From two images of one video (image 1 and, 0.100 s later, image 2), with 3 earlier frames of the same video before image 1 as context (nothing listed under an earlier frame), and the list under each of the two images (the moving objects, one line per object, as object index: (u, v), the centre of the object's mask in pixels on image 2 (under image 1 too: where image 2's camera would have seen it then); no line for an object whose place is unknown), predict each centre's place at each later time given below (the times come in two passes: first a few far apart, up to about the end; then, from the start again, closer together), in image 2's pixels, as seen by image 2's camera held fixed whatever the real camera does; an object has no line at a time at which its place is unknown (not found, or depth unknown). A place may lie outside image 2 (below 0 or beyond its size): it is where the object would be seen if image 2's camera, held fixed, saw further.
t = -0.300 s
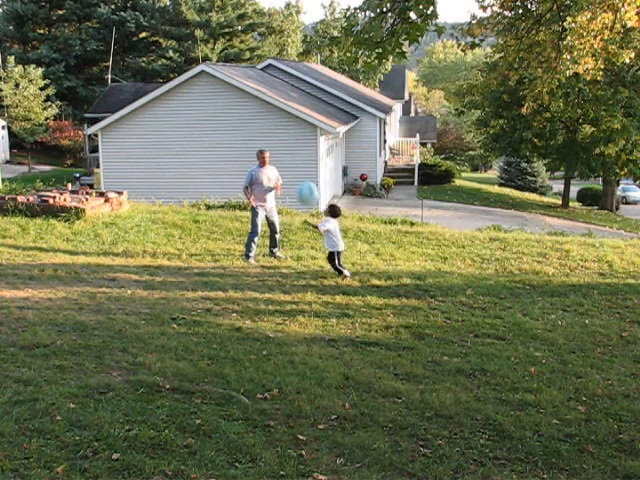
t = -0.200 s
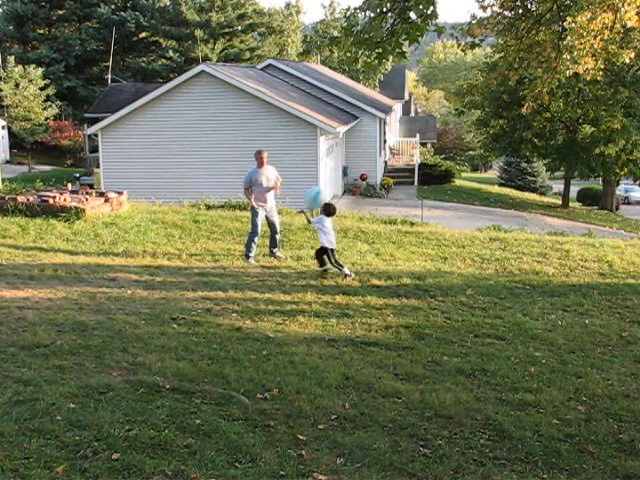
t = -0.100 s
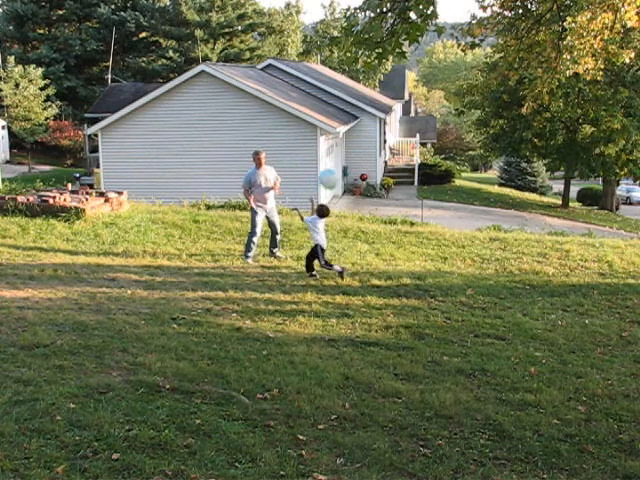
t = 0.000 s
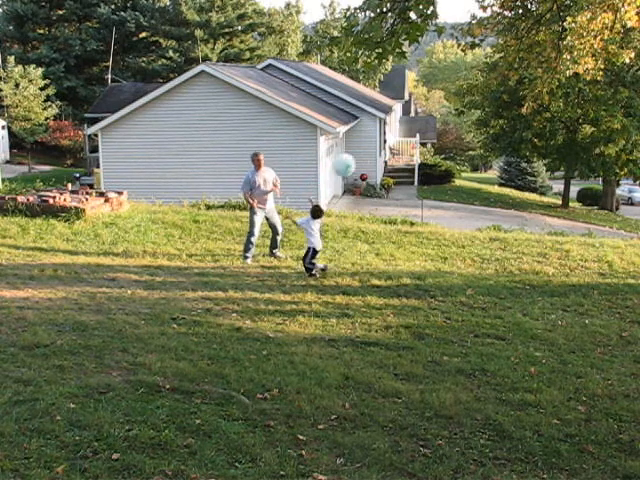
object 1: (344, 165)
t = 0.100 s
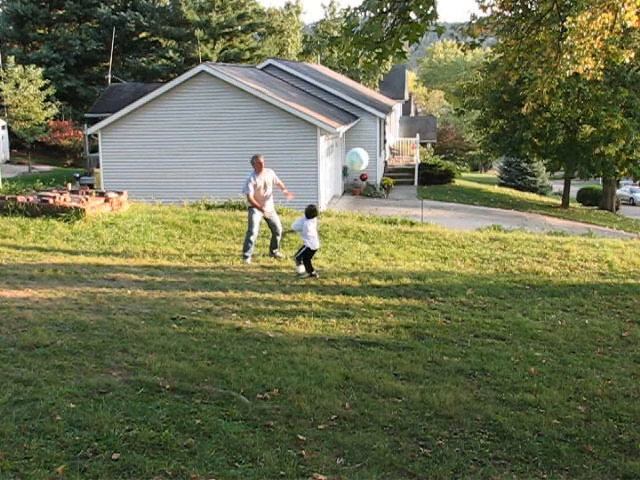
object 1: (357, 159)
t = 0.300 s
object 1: (380, 163)
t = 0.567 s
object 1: (408, 204)
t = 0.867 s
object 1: (432, 249)
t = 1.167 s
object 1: (455, 221)
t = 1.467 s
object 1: (475, 240)
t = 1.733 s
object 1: (491, 239)
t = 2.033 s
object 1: (509, 245)
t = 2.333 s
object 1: (527, 245)
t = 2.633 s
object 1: (545, 249)
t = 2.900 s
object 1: (557, 246)
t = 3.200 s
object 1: (570, 247)
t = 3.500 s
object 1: (579, 245)
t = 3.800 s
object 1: (584, 245)
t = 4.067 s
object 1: (587, 246)
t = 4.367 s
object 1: (589, 246)
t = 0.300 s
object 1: (380, 163)
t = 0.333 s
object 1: (385, 166)
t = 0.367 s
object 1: (390, 169)
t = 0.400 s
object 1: (393, 174)
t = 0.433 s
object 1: (396, 179)
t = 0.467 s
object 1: (399, 185)
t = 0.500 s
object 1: (402, 190)
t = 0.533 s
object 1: (405, 196)
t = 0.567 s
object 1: (408, 204)
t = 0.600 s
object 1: (411, 209)
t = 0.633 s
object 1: (413, 217)
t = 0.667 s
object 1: (416, 225)
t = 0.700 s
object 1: (419, 234)
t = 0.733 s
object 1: (421, 244)
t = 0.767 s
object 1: (424, 252)
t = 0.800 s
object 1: (426, 260)
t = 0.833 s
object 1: (429, 256)
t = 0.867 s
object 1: (432, 249)
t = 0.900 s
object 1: (435, 245)
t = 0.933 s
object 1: (437, 240)
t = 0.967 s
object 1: (440, 236)
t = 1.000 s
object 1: (442, 232)
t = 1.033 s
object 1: (445, 229)
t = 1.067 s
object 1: (447, 226)
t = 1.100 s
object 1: (450, 225)
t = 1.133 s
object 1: (452, 222)
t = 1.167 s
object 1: (455, 221)
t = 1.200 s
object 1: (458, 221)
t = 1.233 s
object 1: (460, 222)
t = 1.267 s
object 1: (462, 222)
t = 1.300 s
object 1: (464, 223)
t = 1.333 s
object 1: (467, 226)
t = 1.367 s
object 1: (469, 228)
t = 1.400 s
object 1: (471, 232)
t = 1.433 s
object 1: (473, 235)
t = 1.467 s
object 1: (475, 240)
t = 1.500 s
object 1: (476, 245)
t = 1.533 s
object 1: (478, 249)
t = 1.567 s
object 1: (479, 253)
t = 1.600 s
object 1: (482, 249)
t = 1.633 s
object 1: (484, 247)
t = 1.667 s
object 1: (486, 244)
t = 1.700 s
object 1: (489, 241)
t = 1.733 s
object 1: (491, 239)
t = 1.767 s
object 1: (493, 238)
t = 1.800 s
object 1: (494, 237)
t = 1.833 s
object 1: (497, 237)
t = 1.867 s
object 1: (499, 237)
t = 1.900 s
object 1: (501, 238)
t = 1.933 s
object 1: (503, 238)
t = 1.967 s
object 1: (506, 240)
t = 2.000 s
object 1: (507, 242)
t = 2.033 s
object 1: (509, 245)
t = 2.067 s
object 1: (511, 249)
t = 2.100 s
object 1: (513, 249)
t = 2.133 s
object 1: (515, 247)
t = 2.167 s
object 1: (517, 245)
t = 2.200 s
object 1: (519, 245)
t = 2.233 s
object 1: (521, 244)
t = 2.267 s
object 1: (523, 244)
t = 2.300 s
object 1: (525, 245)
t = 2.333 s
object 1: (527, 245)
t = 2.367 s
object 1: (529, 247)
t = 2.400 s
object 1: (531, 248)
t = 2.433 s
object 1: (532, 248)
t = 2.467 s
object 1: (535, 248)
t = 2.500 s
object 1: (537, 248)
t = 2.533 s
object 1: (540, 249)
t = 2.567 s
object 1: (541, 249)
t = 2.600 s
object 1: (543, 249)
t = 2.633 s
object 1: (545, 249)
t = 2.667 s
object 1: (547, 248)
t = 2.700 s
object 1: (549, 248)
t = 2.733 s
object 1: (549, 247)
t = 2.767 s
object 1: (551, 247)
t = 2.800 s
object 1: (553, 247)
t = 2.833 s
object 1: (554, 247)
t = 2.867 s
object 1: (556, 246)
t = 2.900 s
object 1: (557, 246)
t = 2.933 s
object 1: (559, 246)
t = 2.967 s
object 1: (560, 247)
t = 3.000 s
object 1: (562, 247)
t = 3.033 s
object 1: (564, 247)
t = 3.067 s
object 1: (565, 247)
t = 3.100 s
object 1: (566, 247)
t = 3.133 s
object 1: (568, 247)
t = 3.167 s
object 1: (569, 247)
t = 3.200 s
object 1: (570, 247)
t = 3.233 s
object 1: (571, 247)
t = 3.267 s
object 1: (573, 247)
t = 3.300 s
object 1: (574, 246)
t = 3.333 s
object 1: (575, 246)
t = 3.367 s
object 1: (575, 246)
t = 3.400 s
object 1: (576, 246)
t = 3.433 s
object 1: (577, 246)
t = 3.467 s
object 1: (578, 246)
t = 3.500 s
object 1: (579, 245)
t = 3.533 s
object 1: (580, 245)
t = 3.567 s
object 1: (580, 245)
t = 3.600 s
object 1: (581, 245)
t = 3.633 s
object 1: (581, 245)
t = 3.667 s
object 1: (582, 245)
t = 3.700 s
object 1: (582, 245)
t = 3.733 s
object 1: (583, 245)
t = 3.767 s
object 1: (583, 245)
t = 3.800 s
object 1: (584, 245)
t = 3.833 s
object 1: (584, 245)
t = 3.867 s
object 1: (584, 245)
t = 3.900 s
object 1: (585, 245)
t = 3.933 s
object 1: (586, 245)
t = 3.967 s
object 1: (586, 246)
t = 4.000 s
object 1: (587, 246)
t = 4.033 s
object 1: (587, 246)
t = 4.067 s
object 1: (587, 246)
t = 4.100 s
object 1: (587, 246)
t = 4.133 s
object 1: (587, 246)
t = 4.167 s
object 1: (588, 246)
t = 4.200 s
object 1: (588, 246)
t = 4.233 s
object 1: (588, 246)
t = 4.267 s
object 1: (589, 246)
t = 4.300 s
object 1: (589, 246)
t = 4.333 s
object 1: (589, 246)
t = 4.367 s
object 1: (589, 246)
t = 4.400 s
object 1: (589, 246)
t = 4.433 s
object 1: (589, 246)
